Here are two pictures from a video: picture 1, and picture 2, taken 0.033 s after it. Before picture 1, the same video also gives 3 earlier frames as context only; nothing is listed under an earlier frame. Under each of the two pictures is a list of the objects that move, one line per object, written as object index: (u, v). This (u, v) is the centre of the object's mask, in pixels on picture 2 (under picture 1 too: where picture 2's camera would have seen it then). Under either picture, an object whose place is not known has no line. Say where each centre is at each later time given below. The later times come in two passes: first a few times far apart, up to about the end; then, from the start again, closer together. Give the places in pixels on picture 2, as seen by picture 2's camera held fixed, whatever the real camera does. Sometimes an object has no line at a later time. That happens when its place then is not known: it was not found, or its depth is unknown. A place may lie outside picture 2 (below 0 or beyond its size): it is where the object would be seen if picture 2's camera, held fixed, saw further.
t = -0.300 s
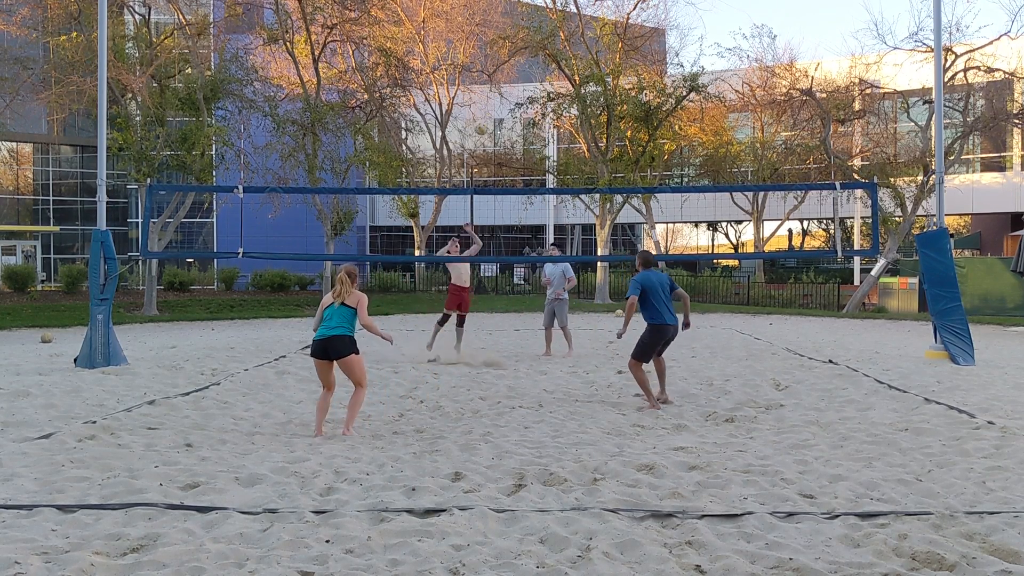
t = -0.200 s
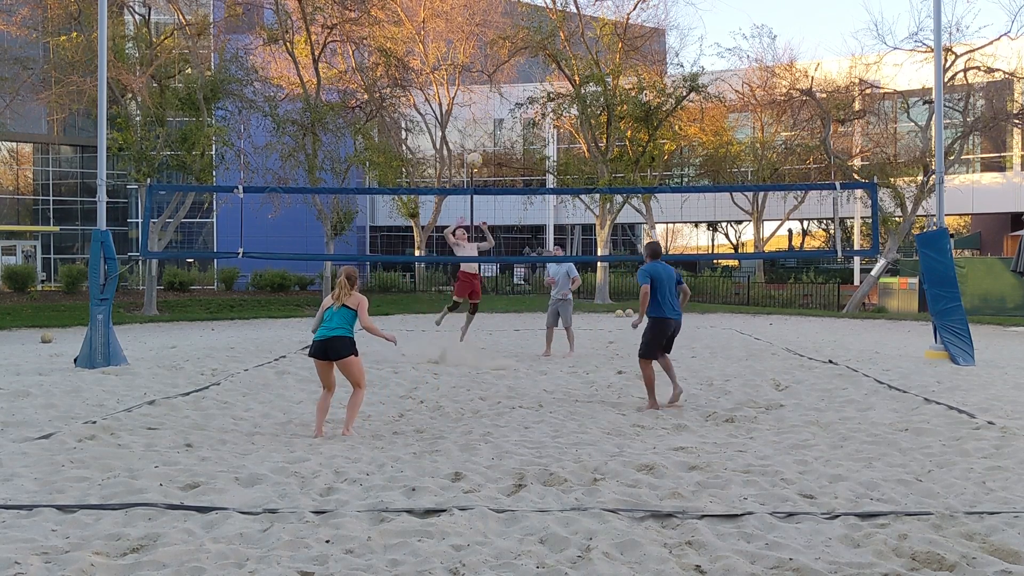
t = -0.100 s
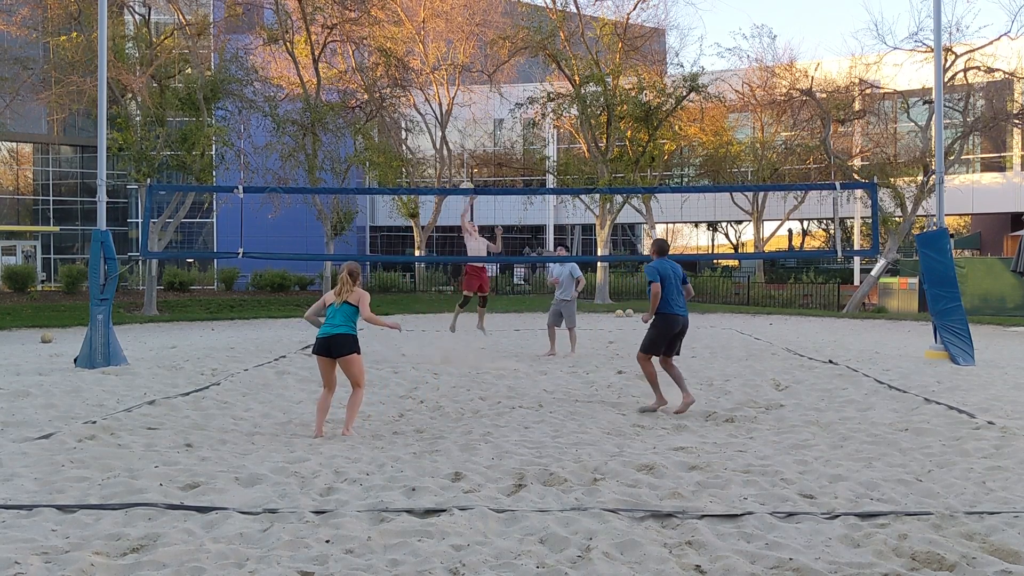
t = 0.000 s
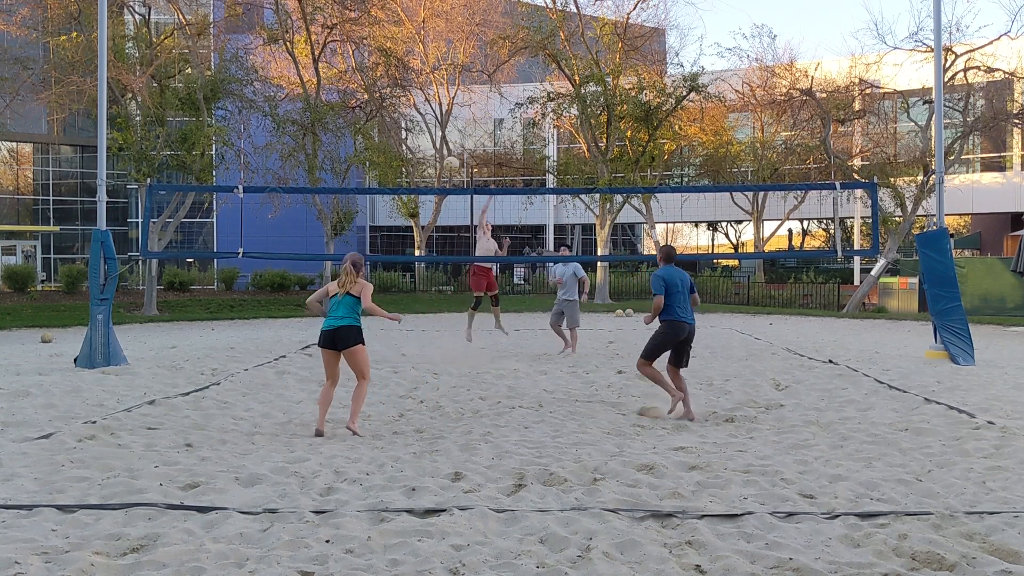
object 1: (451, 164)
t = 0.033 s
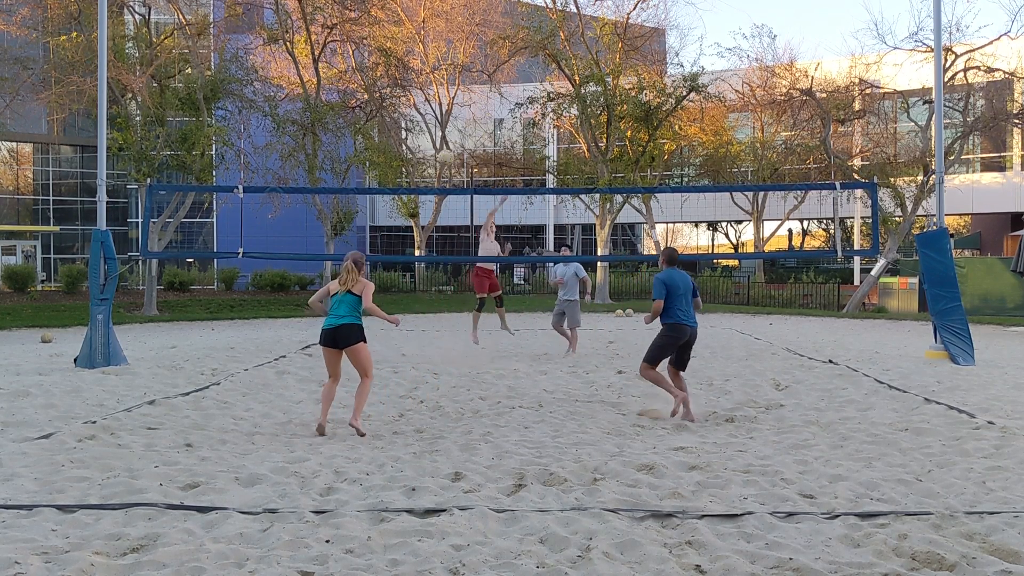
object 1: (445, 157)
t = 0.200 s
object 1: (418, 135)
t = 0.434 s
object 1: (378, 134)
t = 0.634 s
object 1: (342, 169)
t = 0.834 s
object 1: (306, 238)
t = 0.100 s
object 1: (435, 146)
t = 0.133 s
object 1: (429, 142)
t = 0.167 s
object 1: (424, 137)
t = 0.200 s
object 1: (418, 135)
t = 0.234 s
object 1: (413, 131)
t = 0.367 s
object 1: (390, 130)
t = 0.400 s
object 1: (384, 131)
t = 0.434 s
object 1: (378, 134)
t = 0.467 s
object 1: (372, 137)
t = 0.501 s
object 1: (365, 142)
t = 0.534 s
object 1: (360, 147)
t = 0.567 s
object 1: (354, 153)
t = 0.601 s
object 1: (348, 161)
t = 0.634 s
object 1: (342, 169)
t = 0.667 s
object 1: (336, 177)
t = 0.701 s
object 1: (330, 187)
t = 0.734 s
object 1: (324, 198)
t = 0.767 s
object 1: (318, 211)
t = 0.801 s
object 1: (312, 224)
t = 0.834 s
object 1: (306, 238)
